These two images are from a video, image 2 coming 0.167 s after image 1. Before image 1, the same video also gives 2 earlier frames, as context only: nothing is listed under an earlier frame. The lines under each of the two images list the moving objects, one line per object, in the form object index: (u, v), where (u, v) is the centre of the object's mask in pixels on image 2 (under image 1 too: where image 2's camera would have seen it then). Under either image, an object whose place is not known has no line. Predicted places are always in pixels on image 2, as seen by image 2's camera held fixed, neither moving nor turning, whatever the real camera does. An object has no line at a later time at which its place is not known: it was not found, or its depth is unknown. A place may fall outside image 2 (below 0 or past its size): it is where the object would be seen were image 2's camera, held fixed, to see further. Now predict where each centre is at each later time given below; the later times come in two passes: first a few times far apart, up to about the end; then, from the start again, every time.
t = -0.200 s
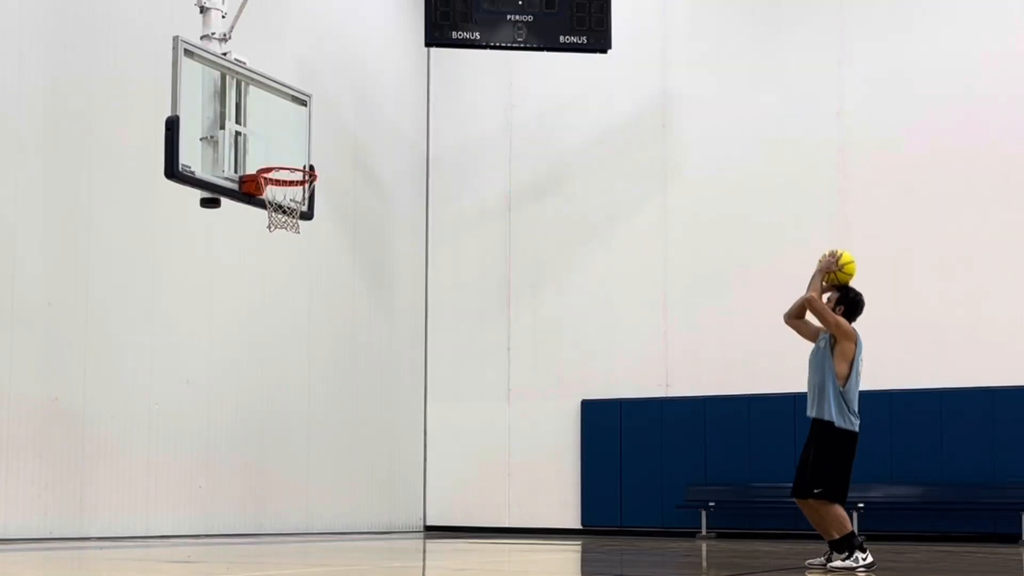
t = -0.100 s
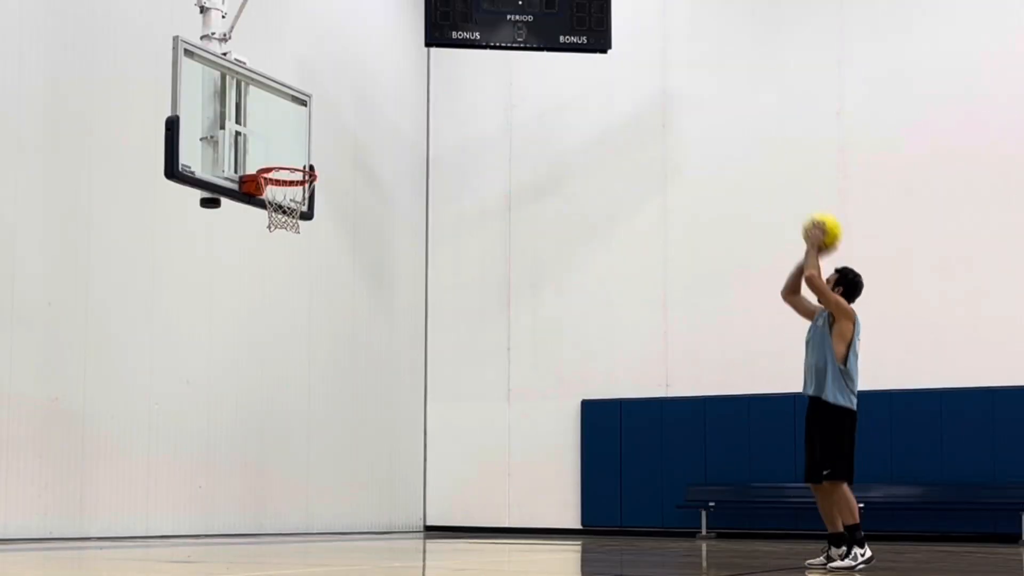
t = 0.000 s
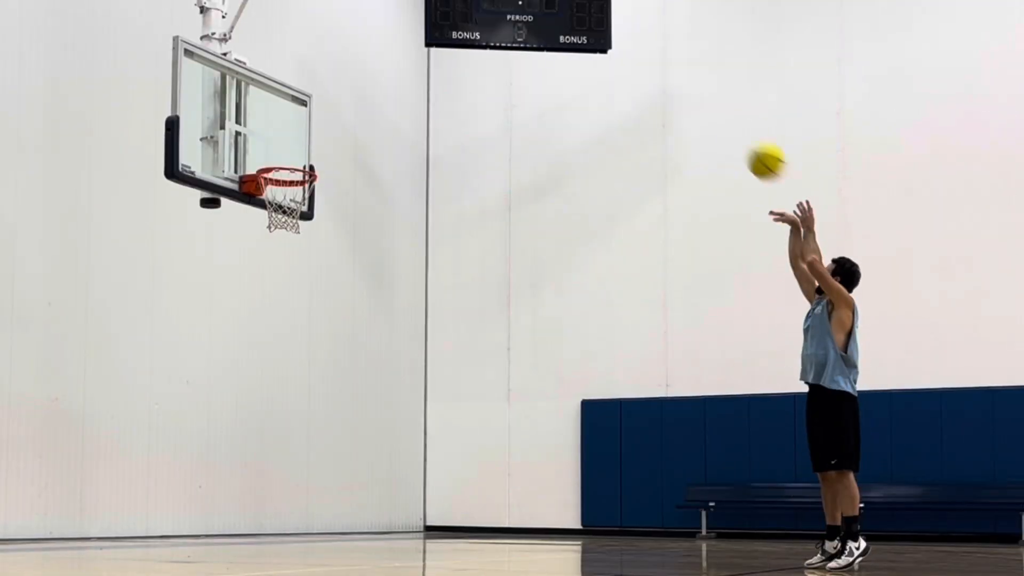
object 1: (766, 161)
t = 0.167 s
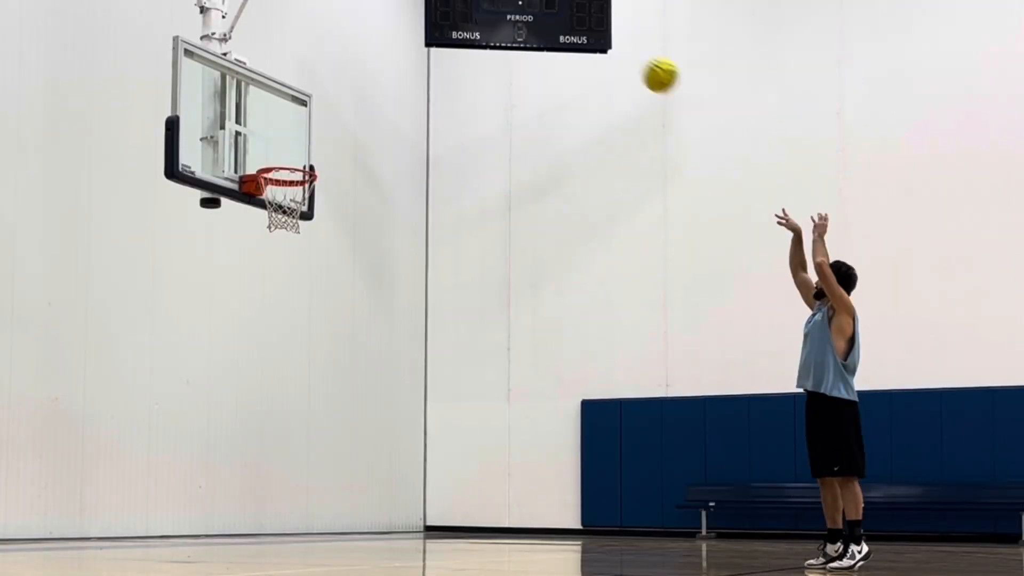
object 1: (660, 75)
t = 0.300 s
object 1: (583, 37)
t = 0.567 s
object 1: (445, 35)
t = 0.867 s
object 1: (307, 132)
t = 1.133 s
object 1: (319, 193)
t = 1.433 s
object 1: (282, 235)
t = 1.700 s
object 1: (242, 350)
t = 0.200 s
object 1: (640, 64)
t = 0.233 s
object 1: (620, 53)
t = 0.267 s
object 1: (601, 44)
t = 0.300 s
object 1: (583, 37)
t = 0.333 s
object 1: (564, 32)
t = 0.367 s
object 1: (547, 29)
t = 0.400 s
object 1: (529, 26)
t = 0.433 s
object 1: (511, 25)
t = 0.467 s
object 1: (494, 26)
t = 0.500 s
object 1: (478, 27)
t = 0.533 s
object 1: (461, 31)
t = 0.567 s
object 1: (445, 35)
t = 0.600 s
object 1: (429, 41)
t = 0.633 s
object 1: (413, 48)
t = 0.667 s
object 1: (397, 57)
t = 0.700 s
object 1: (381, 67)
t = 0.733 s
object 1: (366, 78)
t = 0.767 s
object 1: (351, 90)
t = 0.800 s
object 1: (336, 102)
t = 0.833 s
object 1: (322, 116)
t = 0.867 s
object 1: (307, 132)
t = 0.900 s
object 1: (292, 149)
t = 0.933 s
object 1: (279, 164)
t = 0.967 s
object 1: (280, 181)
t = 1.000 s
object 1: (296, 191)
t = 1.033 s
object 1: (309, 199)
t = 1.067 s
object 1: (316, 195)
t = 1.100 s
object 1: (320, 192)
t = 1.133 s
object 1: (319, 193)
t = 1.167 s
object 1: (317, 195)
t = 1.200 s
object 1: (315, 199)
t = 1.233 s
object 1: (311, 202)
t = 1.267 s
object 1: (307, 205)
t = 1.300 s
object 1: (302, 209)
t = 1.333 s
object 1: (297, 214)
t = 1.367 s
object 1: (292, 219)
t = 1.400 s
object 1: (287, 227)
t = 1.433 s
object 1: (282, 235)
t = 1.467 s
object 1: (277, 245)
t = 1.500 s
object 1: (272, 256)
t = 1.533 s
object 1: (267, 268)
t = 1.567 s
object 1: (262, 282)
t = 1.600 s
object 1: (257, 297)
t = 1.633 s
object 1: (252, 313)
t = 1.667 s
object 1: (247, 331)
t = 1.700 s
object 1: (242, 350)
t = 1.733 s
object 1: (237, 371)
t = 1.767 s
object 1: (231, 392)
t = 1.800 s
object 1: (226, 415)
